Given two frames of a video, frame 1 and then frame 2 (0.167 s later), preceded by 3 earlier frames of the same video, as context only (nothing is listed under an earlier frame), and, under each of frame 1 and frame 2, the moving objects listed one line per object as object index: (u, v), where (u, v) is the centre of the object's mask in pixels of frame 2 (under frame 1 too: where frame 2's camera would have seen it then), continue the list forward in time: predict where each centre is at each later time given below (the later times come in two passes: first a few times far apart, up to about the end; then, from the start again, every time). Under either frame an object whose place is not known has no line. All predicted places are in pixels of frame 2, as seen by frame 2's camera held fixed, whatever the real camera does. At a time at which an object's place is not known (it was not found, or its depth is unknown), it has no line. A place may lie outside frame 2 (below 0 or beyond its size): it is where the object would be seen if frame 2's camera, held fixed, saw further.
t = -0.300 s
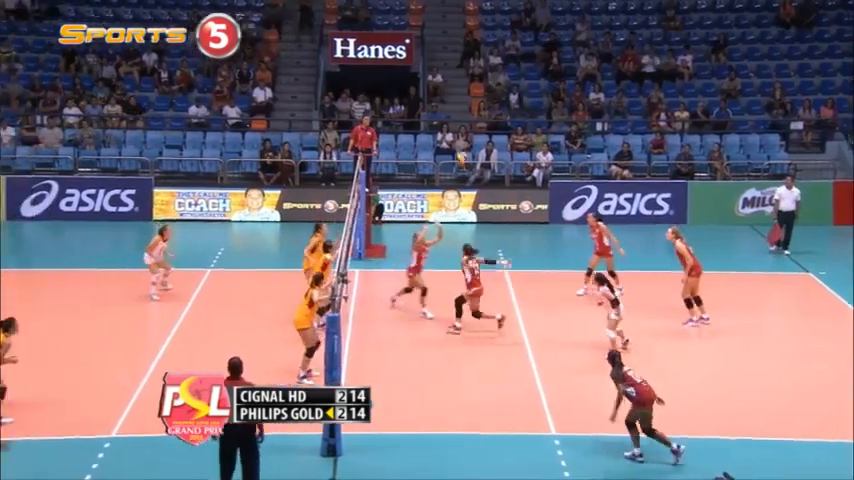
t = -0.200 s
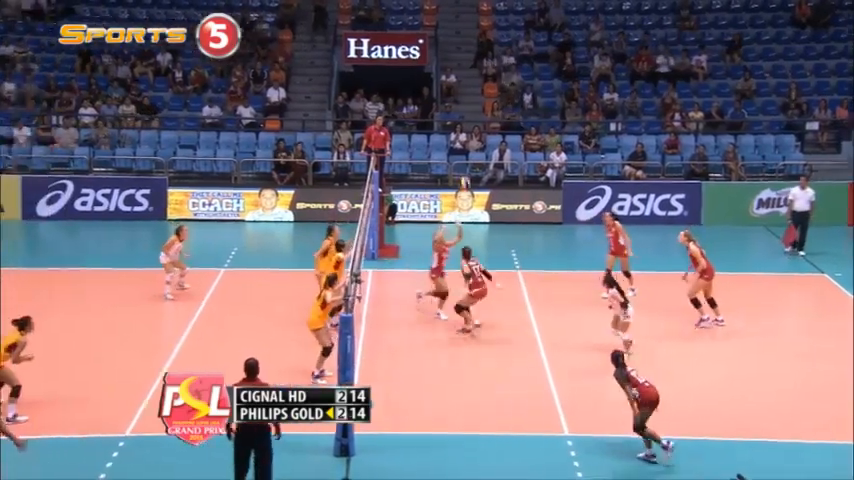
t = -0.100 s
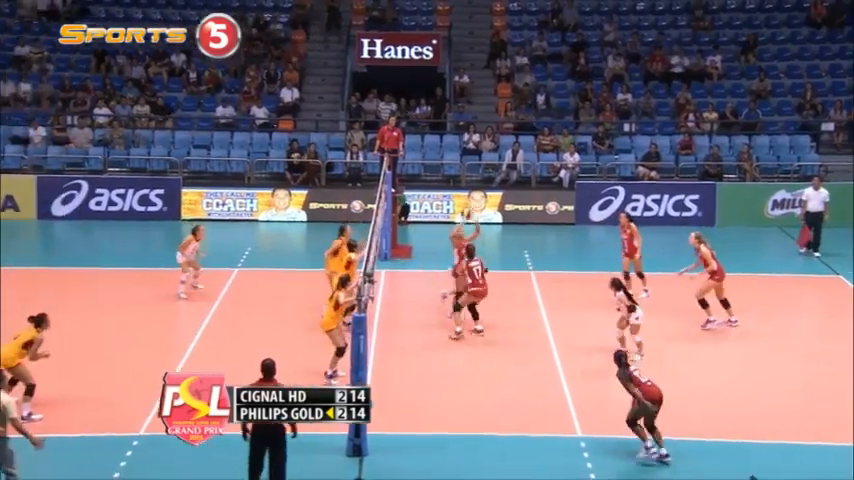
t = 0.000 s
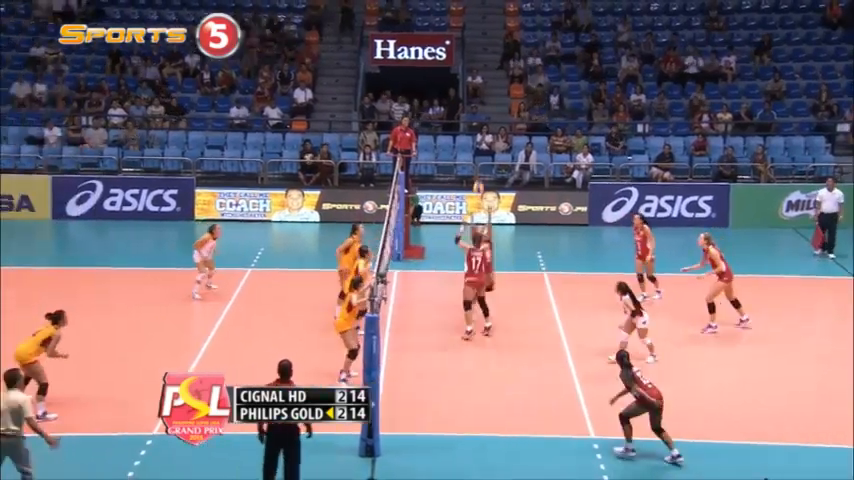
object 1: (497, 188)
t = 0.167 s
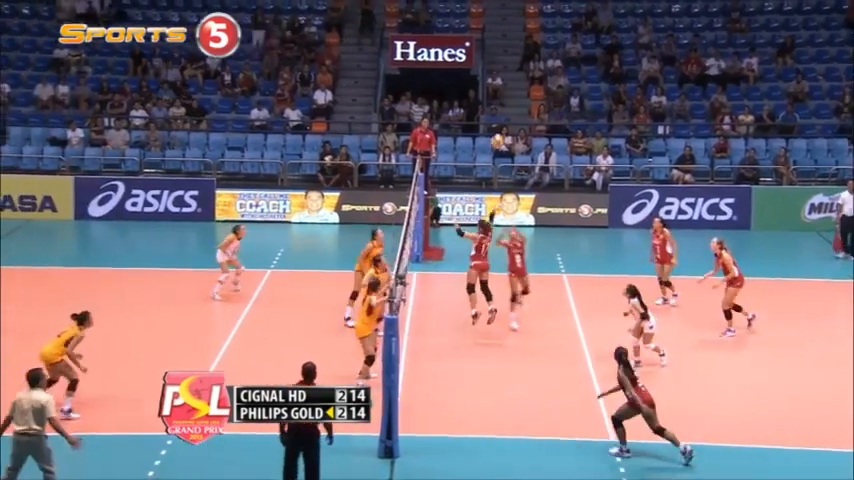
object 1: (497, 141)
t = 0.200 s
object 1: (497, 131)
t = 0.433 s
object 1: (495, 84)
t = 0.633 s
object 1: (494, 69)
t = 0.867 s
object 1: (492, 83)
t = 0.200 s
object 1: (497, 131)
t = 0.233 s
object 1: (497, 123)
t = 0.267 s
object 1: (496, 115)
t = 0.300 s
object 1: (496, 107)
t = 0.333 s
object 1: (496, 101)
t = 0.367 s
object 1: (496, 94)
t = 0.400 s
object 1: (496, 89)
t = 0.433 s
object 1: (495, 84)
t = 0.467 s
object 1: (495, 79)
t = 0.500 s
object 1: (495, 75)
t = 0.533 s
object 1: (495, 72)
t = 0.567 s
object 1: (494, 70)
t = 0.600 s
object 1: (494, 69)
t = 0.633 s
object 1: (494, 69)
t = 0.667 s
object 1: (494, 69)
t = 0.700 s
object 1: (493, 69)
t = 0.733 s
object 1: (493, 70)
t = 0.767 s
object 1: (492, 70)
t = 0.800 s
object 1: (492, 73)
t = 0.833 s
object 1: (492, 79)
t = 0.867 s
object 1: (492, 83)
